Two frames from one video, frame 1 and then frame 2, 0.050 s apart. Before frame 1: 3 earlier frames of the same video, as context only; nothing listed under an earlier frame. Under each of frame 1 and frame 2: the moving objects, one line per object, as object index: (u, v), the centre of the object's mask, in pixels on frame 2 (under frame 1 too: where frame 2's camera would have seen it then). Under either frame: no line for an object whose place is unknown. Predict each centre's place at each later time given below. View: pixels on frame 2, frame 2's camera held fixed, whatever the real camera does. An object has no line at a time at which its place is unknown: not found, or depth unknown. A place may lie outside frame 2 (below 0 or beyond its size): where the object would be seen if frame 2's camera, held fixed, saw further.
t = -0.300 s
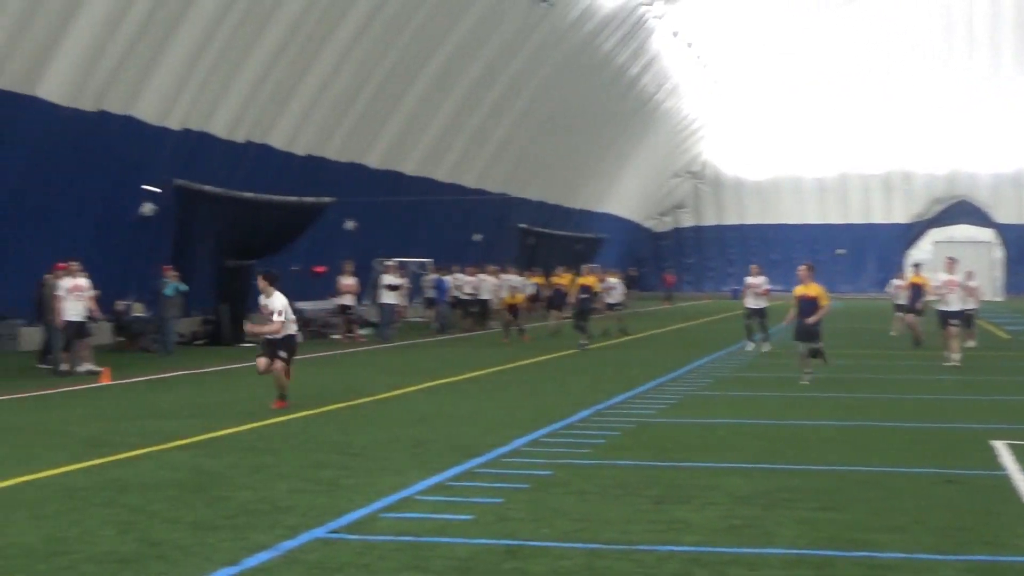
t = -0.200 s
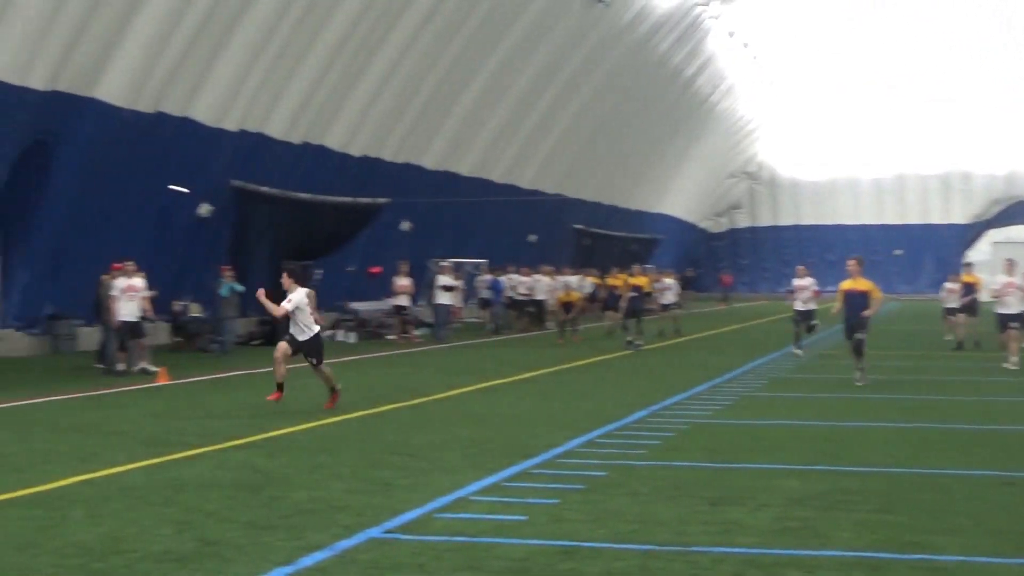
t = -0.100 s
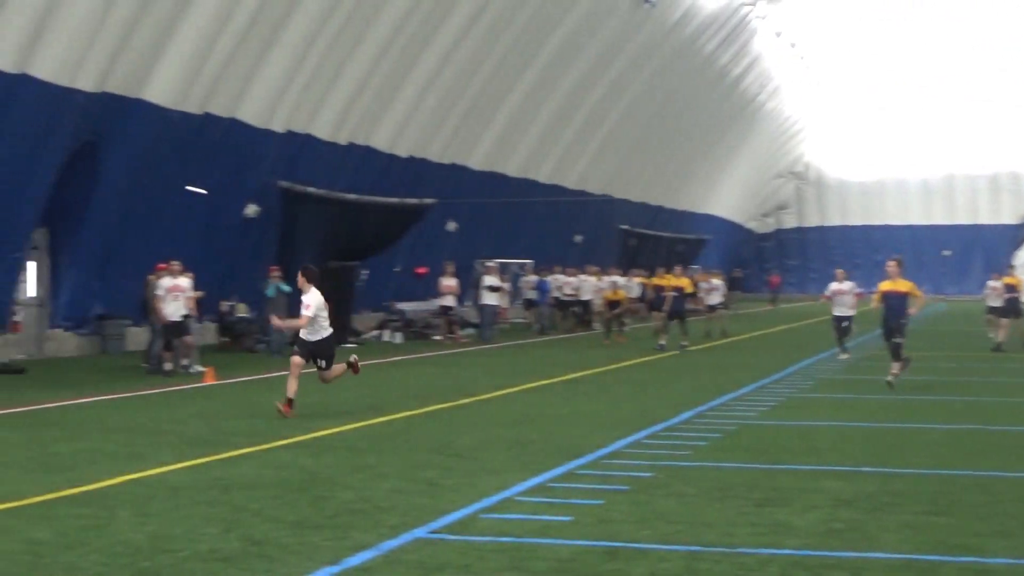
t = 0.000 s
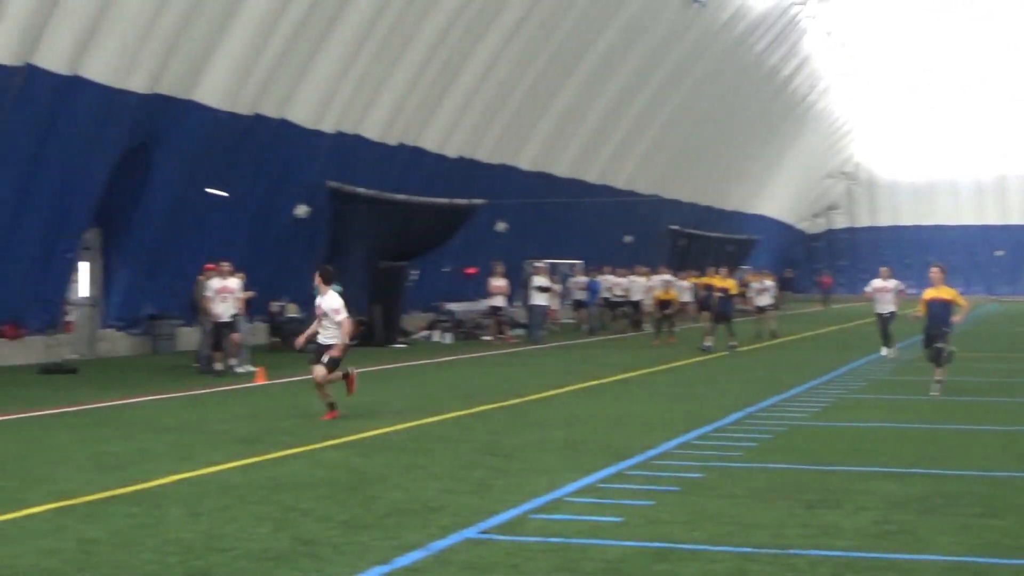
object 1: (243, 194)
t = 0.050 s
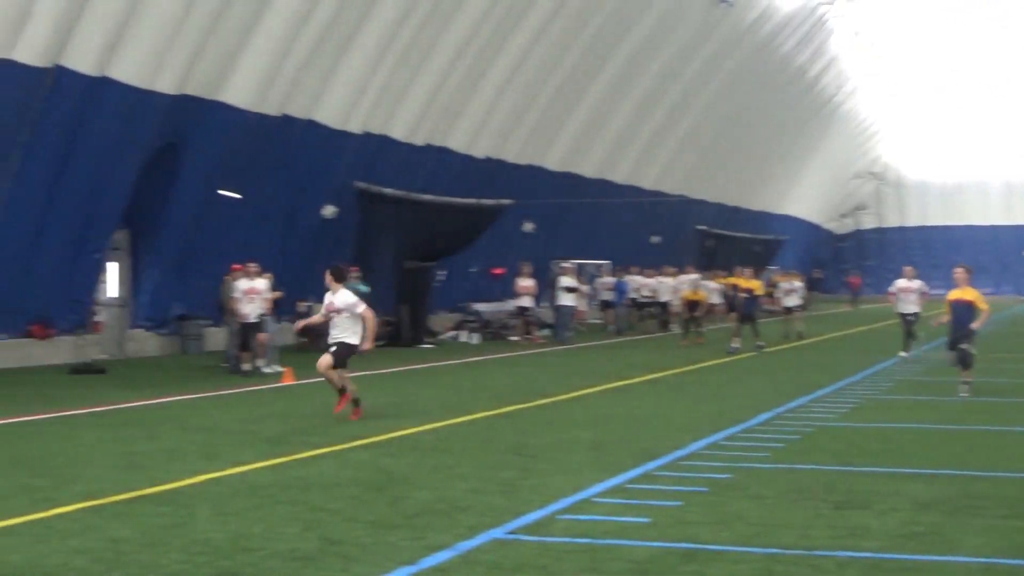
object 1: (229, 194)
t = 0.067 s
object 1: (225, 195)
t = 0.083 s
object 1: (221, 195)
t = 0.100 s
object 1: (216, 195)
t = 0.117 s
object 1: (212, 195)
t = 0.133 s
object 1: (208, 196)
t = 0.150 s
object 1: (203, 196)
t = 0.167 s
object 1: (198, 197)
